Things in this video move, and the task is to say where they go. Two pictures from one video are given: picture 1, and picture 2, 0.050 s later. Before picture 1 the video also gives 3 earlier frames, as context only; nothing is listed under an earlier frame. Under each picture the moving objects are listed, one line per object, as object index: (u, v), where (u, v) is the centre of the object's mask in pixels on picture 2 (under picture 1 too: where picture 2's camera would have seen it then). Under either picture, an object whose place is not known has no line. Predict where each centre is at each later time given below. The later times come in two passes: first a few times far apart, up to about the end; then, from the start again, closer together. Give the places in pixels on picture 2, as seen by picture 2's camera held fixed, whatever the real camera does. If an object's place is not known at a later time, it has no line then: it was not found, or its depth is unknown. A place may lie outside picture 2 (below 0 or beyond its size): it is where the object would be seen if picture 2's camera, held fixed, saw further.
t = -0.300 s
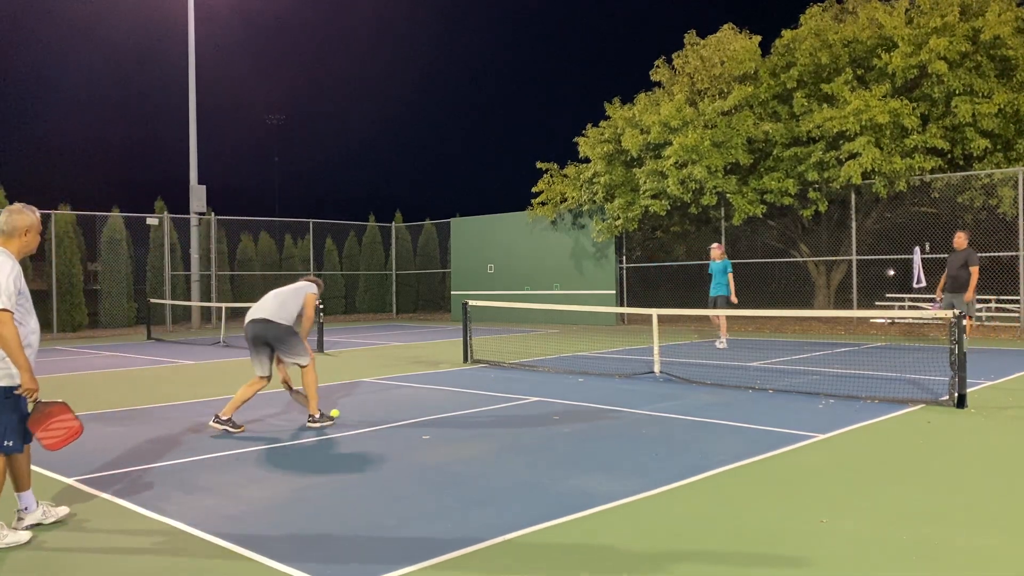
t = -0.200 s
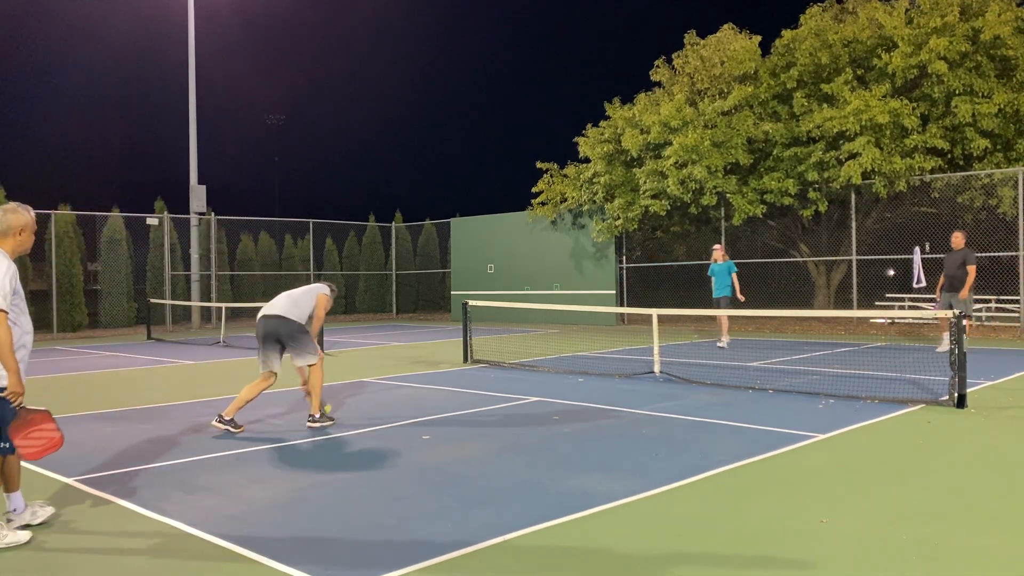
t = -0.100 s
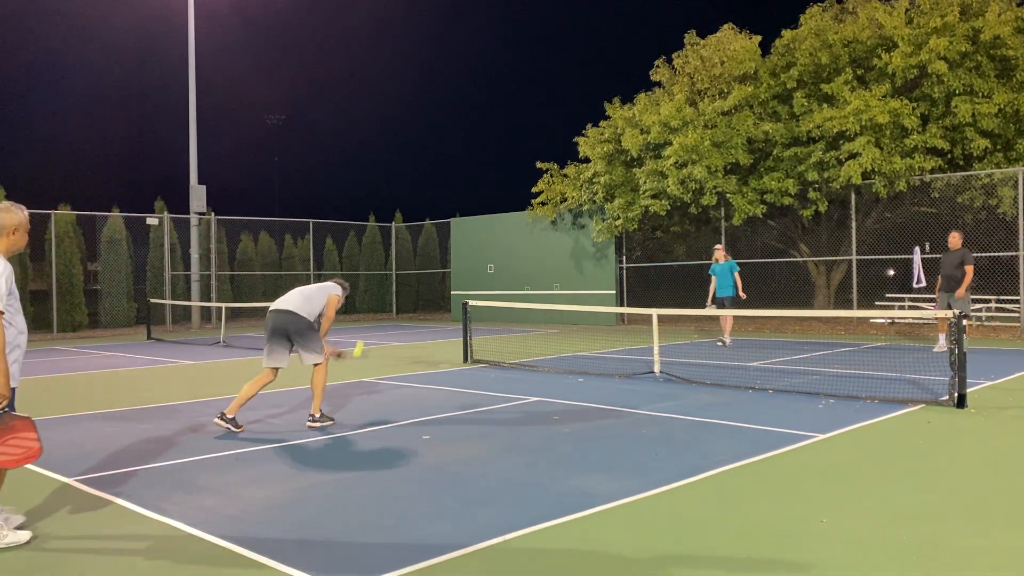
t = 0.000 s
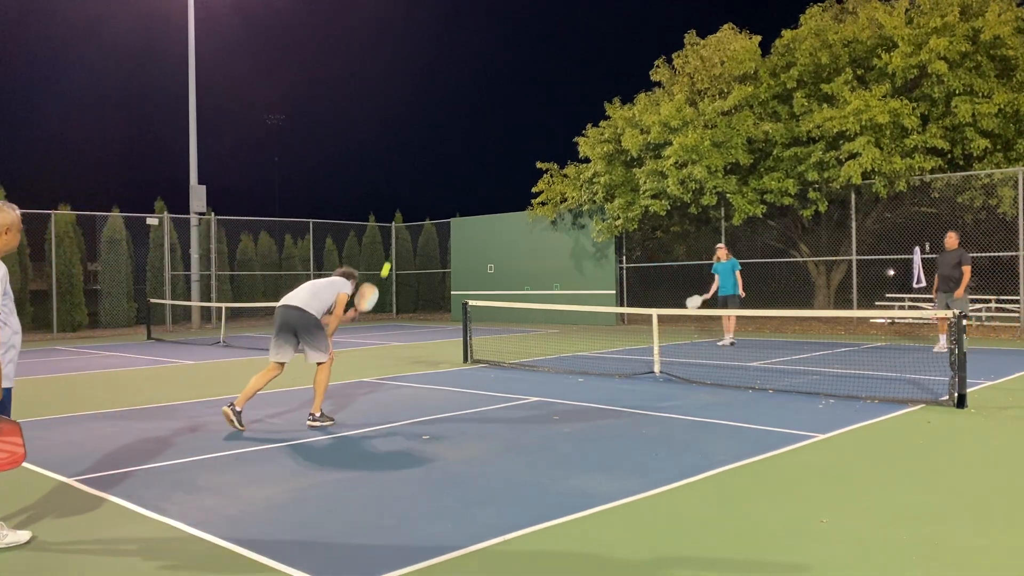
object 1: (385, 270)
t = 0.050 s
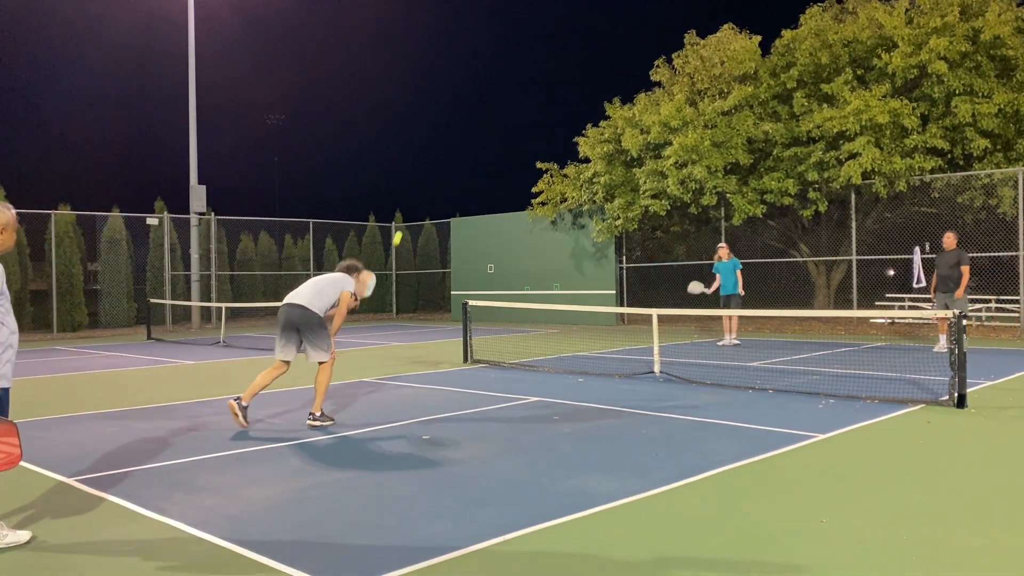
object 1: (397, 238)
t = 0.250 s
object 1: (435, 151)
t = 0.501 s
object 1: (472, 110)
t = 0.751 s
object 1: (501, 120)
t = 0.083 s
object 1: (405, 219)
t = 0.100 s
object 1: (408, 211)
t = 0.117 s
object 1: (411, 203)
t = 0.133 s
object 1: (414, 195)
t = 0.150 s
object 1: (418, 188)
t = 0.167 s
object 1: (421, 181)
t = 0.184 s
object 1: (424, 174)
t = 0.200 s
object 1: (427, 168)
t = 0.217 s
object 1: (430, 162)
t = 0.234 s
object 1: (433, 156)
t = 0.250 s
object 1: (435, 151)
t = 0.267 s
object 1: (438, 146)
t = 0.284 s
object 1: (441, 142)
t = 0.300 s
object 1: (444, 138)
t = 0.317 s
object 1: (446, 134)
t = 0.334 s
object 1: (449, 130)
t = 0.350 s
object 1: (451, 127)
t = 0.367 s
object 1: (453, 124)
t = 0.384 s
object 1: (456, 122)
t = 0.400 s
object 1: (458, 119)
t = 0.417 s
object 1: (461, 117)
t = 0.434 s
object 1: (463, 115)
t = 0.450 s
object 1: (465, 113)
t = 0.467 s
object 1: (467, 112)
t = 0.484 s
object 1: (470, 111)
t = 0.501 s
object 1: (472, 110)
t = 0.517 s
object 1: (474, 109)
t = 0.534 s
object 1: (476, 108)
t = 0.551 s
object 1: (478, 108)
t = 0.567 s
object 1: (480, 108)
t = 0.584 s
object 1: (482, 108)
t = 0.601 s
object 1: (484, 108)
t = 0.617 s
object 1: (486, 109)
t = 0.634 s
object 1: (488, 110)
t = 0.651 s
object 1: (490, 111)
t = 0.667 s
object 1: (492, 112)
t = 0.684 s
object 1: (493, 113)
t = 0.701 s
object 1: (495, 114)
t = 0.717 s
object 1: (497, 116)
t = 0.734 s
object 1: (499, 118)
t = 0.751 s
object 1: (501, 120)
